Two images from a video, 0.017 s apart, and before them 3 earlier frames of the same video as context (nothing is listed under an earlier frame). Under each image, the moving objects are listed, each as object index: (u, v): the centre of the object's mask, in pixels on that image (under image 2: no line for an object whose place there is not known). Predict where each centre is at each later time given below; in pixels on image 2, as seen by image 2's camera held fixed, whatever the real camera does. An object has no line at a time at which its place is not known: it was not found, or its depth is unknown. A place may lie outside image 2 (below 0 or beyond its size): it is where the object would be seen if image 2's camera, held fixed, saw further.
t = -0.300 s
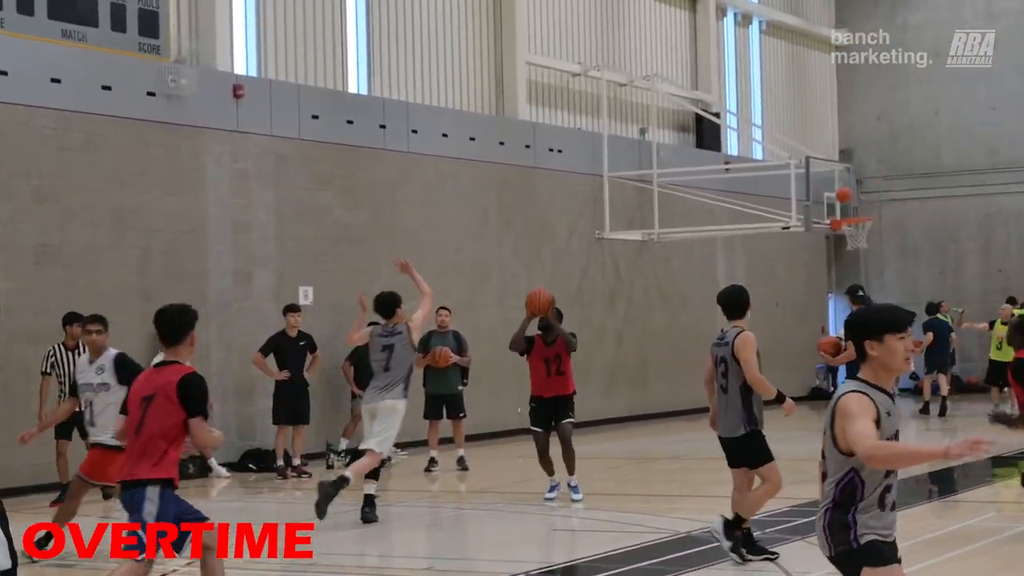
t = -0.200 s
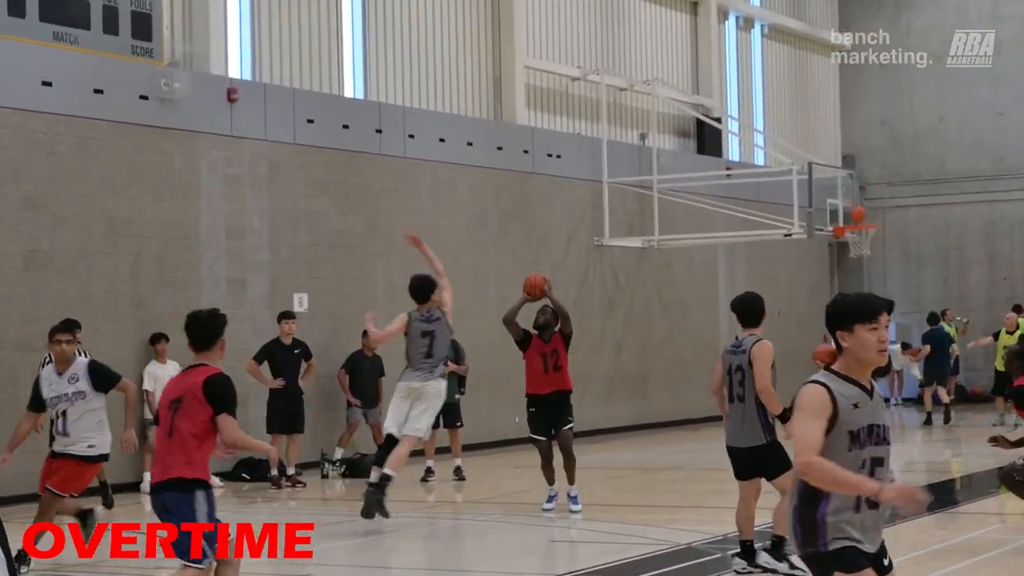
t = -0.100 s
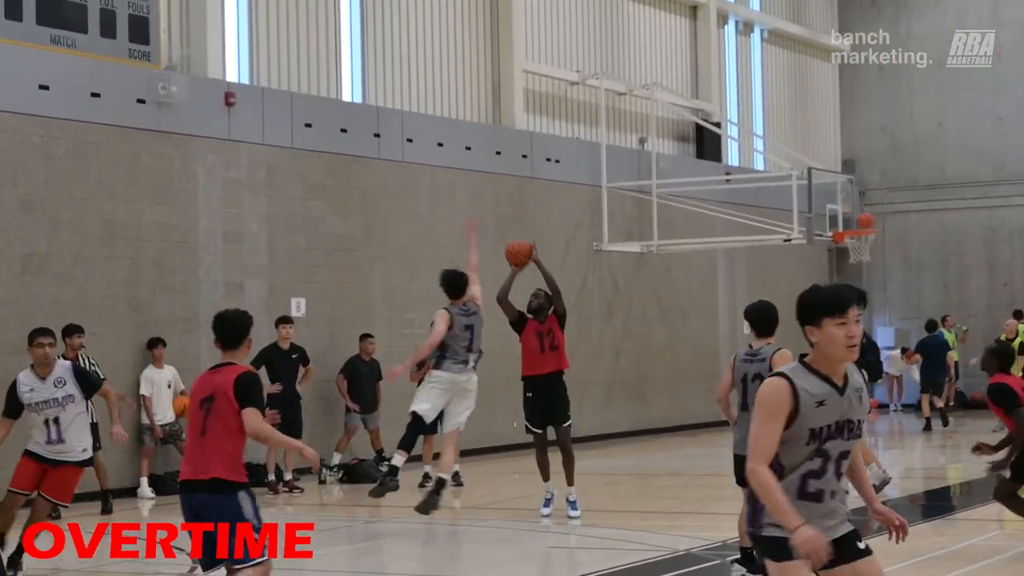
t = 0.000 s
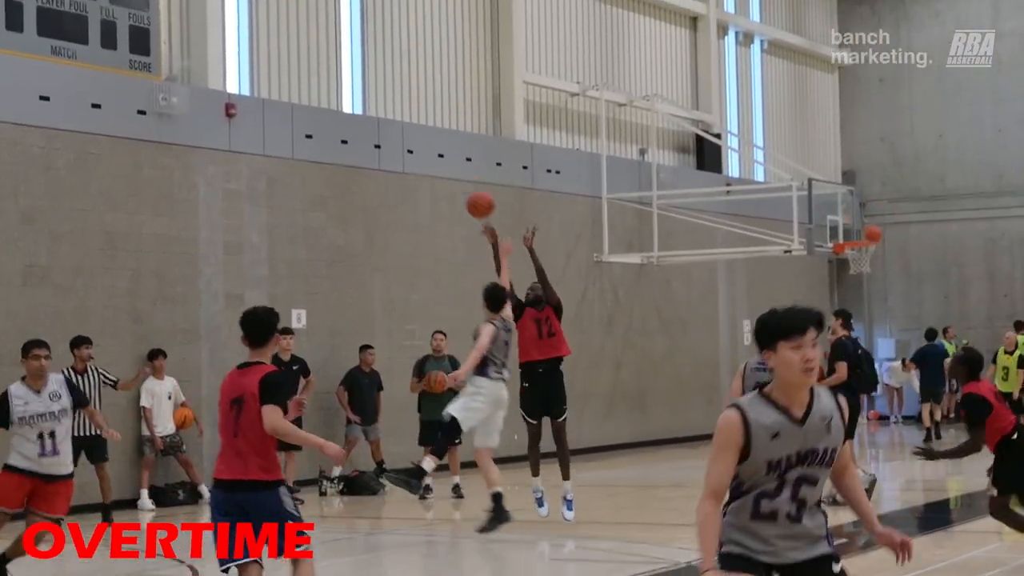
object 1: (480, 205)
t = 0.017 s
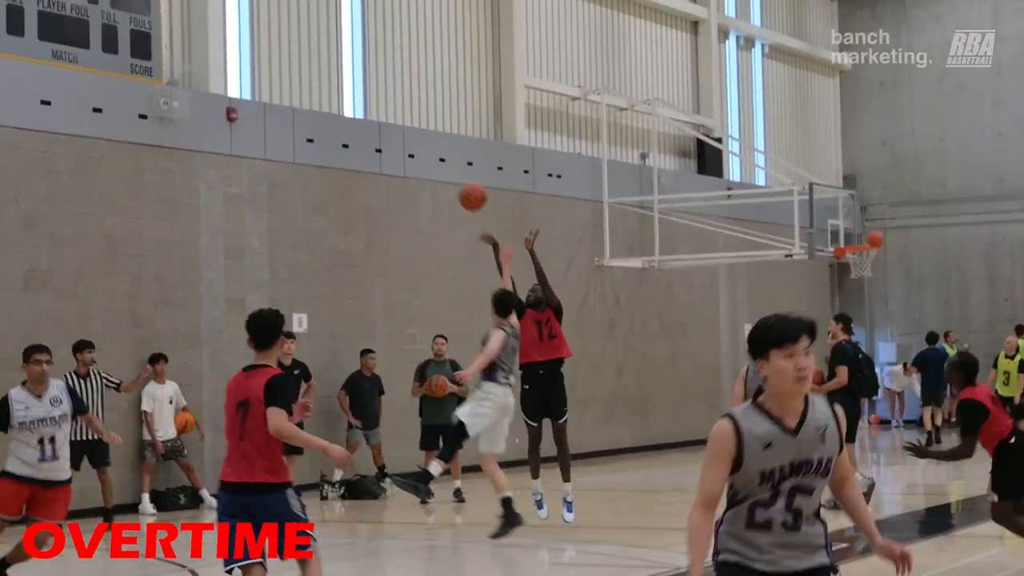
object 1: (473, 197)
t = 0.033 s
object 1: (464, 186)
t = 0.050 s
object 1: (455, 174)
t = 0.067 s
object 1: (446, 164)
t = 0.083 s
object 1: (438, 153)
